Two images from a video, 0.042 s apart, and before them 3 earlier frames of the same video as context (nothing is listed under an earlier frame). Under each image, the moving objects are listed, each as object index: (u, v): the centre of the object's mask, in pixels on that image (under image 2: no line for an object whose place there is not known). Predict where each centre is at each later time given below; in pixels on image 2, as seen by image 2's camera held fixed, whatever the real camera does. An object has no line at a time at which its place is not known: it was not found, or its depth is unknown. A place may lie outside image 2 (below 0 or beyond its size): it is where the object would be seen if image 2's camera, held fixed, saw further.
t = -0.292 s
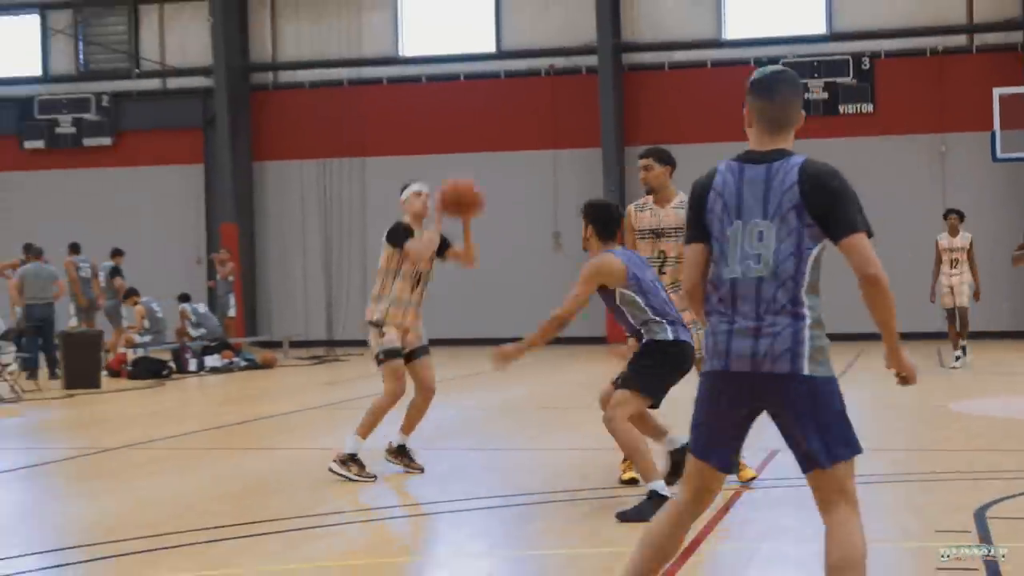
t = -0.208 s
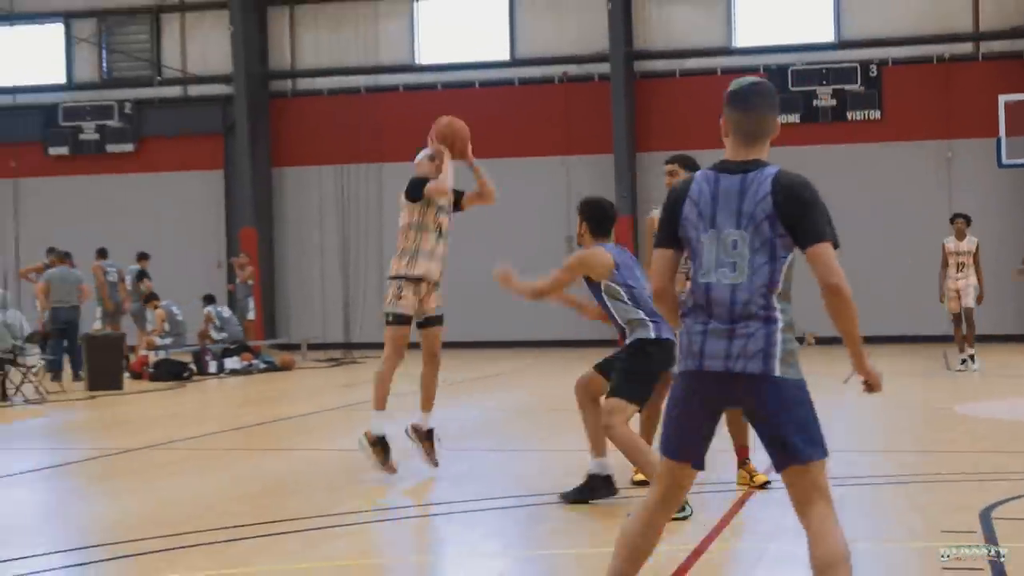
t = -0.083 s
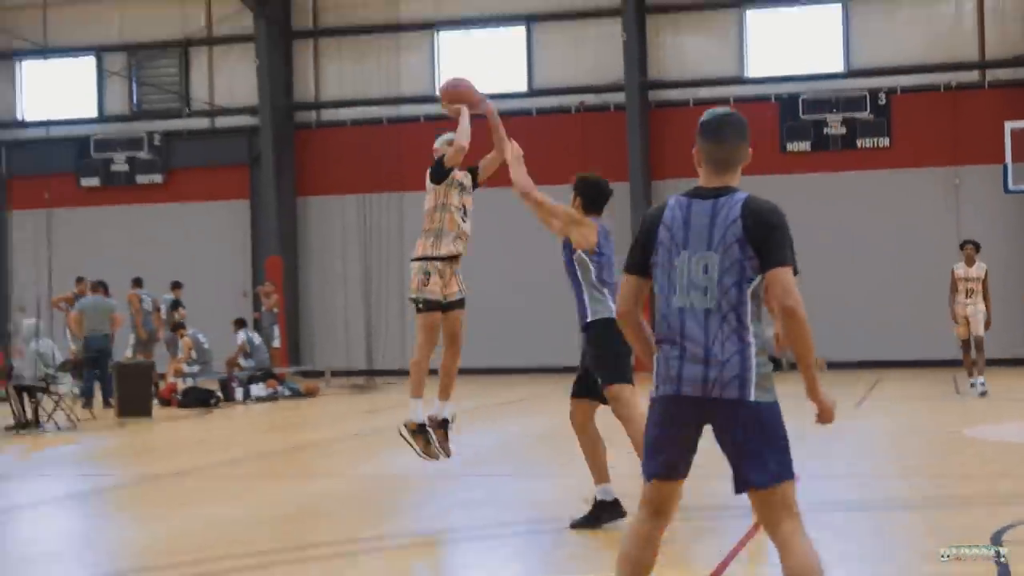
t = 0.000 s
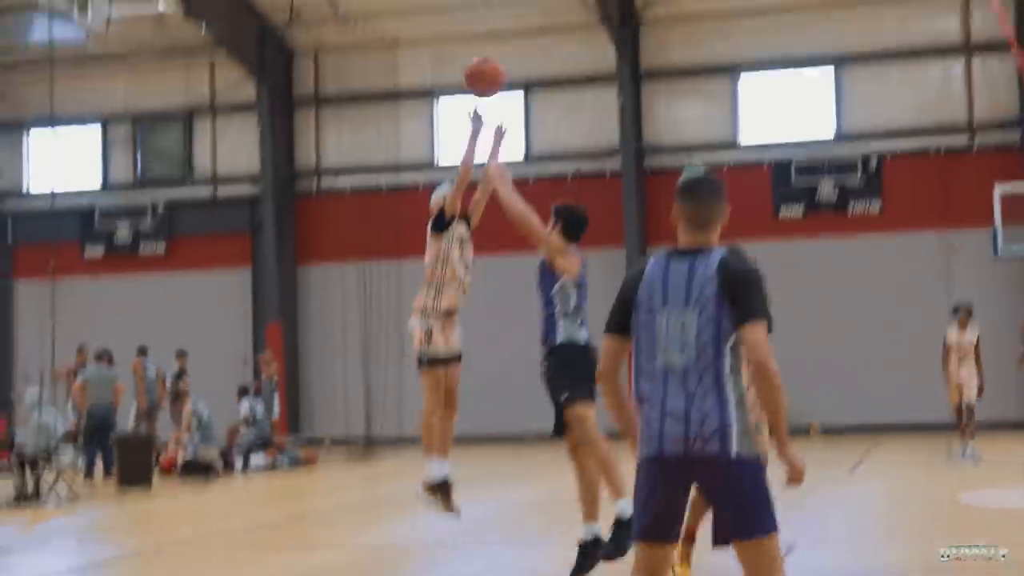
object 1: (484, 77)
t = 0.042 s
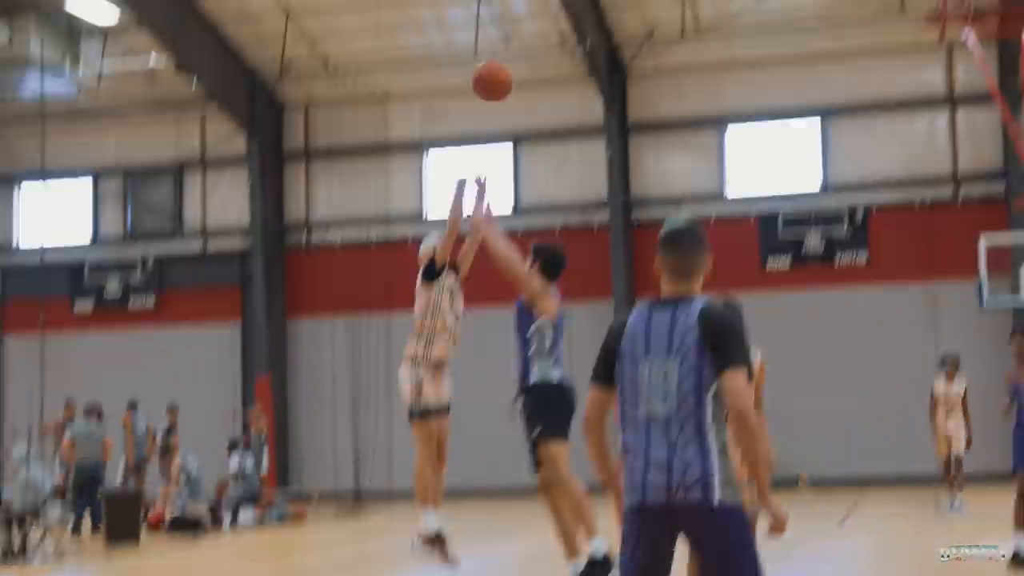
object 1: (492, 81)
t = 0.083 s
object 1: (511, 33)
